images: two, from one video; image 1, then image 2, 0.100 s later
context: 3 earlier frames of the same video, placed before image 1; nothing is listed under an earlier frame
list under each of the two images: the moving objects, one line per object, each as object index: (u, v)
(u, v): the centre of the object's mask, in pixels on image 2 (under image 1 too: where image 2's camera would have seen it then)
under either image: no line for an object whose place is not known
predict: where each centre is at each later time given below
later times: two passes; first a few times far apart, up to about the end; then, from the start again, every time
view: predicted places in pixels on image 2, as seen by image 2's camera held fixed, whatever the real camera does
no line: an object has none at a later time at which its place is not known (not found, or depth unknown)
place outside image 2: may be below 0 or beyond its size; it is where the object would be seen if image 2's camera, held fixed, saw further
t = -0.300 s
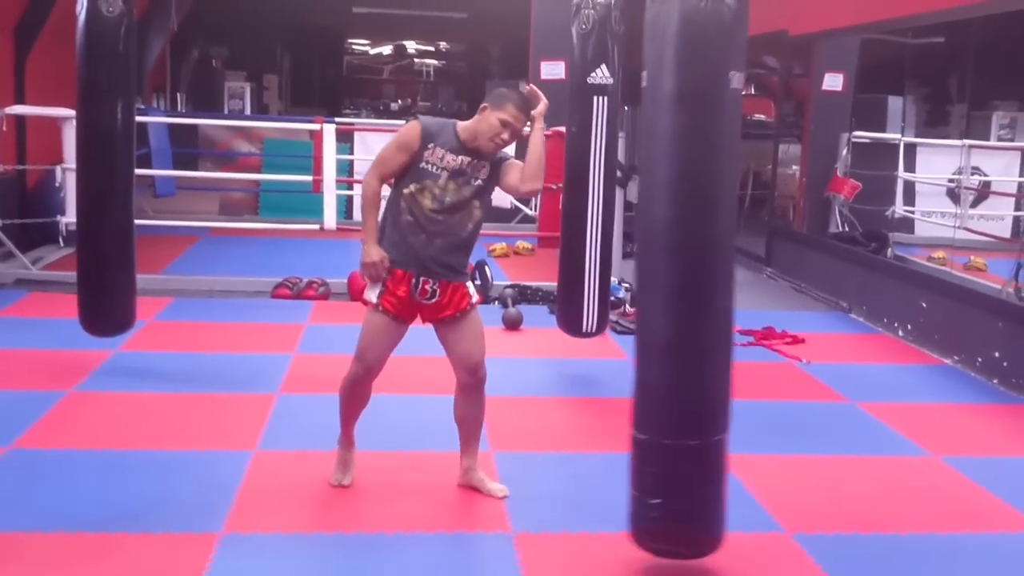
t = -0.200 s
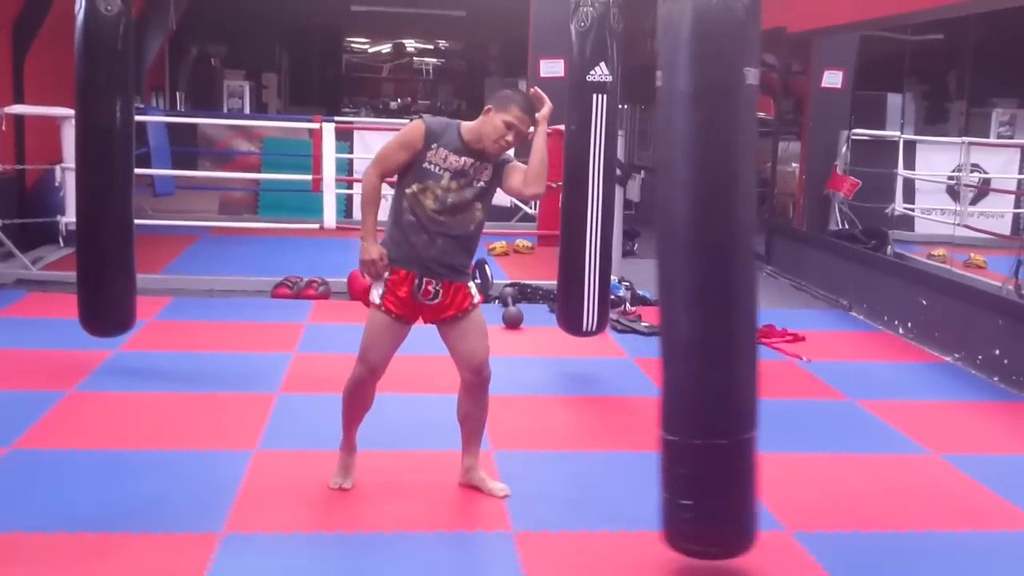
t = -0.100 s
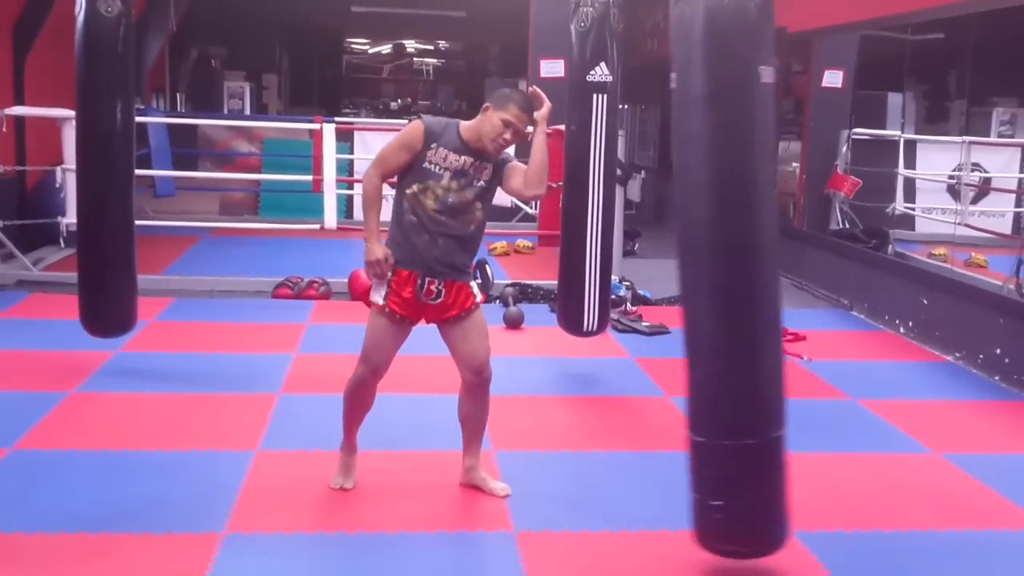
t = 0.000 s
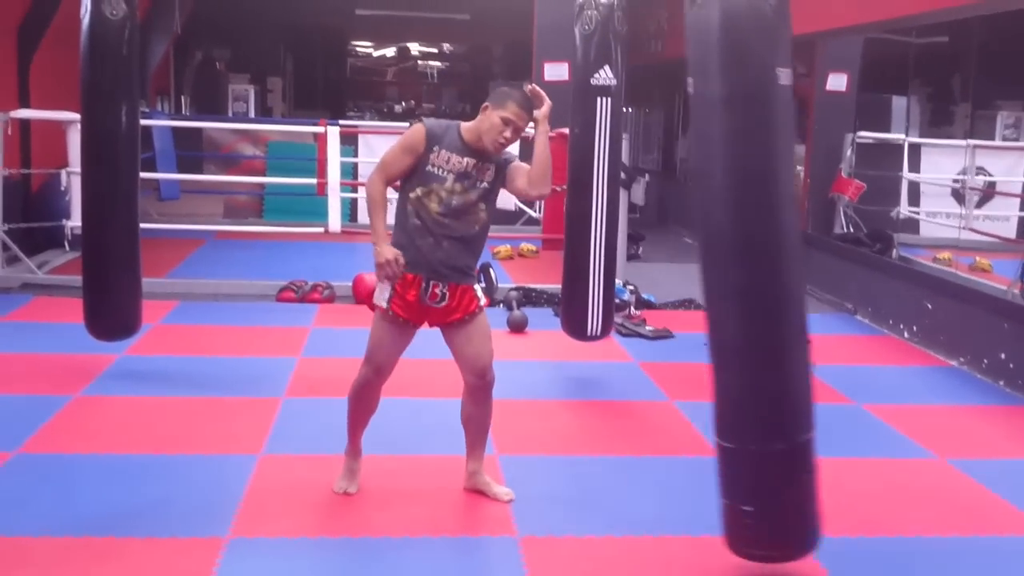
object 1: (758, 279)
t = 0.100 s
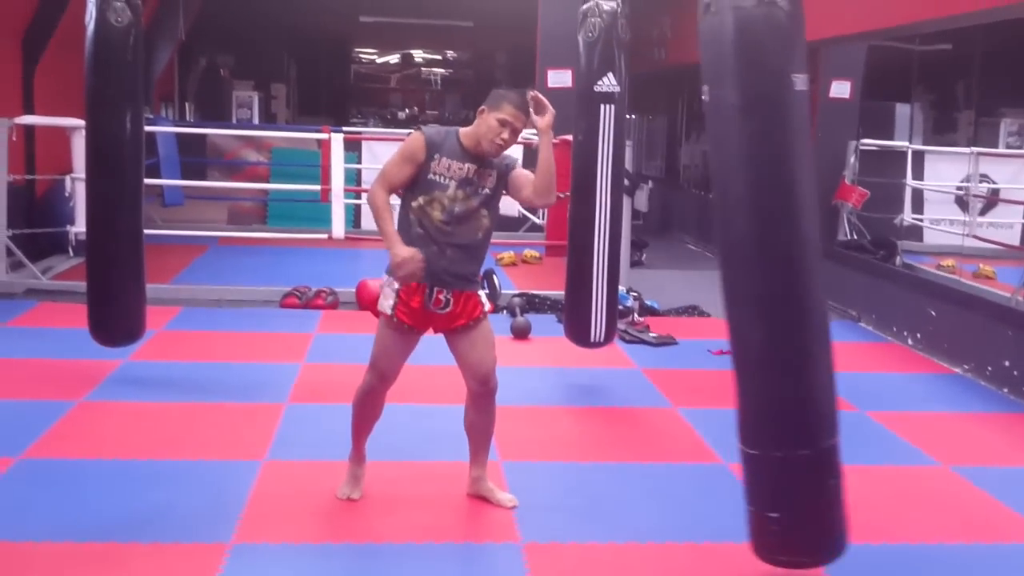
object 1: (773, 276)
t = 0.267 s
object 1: (793, 278)
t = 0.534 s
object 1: (799, 281)
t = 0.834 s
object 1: (767, 283)
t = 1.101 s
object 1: (714, 284)
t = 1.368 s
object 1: (656, 278)
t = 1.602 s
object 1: (613, 269)
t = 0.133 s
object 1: (778, 276)
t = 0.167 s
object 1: (783, 278)
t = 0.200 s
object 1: (787, 278)
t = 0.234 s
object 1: (790, 278)
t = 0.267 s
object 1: (793, 278)
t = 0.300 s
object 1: (794, 276)
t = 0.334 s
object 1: (796, 277)
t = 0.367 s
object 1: (798, 278)
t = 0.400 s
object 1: (800, 279)
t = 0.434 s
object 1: (800, 281)
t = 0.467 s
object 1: (801, 281)
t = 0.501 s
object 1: (800, 281)
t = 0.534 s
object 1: (799, 281)
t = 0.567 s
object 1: (797, 280)
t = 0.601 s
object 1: (795, 279)
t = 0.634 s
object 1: (793, 278)
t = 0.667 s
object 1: (790, 277)
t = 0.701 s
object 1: (787, 277)
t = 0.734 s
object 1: (783, 278)
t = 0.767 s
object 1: (777, 279)
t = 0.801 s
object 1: (772, 281)
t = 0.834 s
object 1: (767, 283)
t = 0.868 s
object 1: (760, 284)
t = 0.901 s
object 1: (754, 282)
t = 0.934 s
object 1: (748, 281)
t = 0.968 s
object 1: (741, 281)
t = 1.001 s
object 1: (735, 279)
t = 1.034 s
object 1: (728, 280)
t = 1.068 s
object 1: (722, 282)
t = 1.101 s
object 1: (714, 284)
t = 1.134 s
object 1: (707, 283)
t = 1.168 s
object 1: (700, 283)
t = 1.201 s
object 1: (693, 282)
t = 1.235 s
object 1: (685, 281)
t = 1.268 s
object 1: (678, 281)
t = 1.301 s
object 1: (670, 280)
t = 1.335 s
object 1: (664, 279)
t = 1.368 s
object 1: (656, 278)
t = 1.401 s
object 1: (649, 278)
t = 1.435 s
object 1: (642, 278)
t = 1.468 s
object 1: (636, 278)
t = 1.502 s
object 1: (629, 277)
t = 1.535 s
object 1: (622, 274)
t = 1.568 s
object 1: (618, 272)
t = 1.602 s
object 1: (613, 269)
